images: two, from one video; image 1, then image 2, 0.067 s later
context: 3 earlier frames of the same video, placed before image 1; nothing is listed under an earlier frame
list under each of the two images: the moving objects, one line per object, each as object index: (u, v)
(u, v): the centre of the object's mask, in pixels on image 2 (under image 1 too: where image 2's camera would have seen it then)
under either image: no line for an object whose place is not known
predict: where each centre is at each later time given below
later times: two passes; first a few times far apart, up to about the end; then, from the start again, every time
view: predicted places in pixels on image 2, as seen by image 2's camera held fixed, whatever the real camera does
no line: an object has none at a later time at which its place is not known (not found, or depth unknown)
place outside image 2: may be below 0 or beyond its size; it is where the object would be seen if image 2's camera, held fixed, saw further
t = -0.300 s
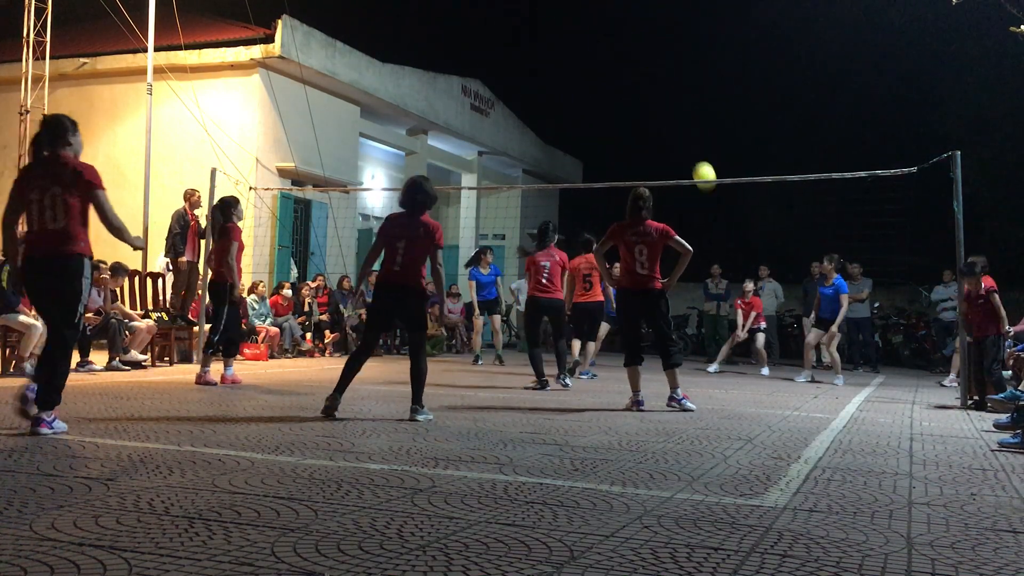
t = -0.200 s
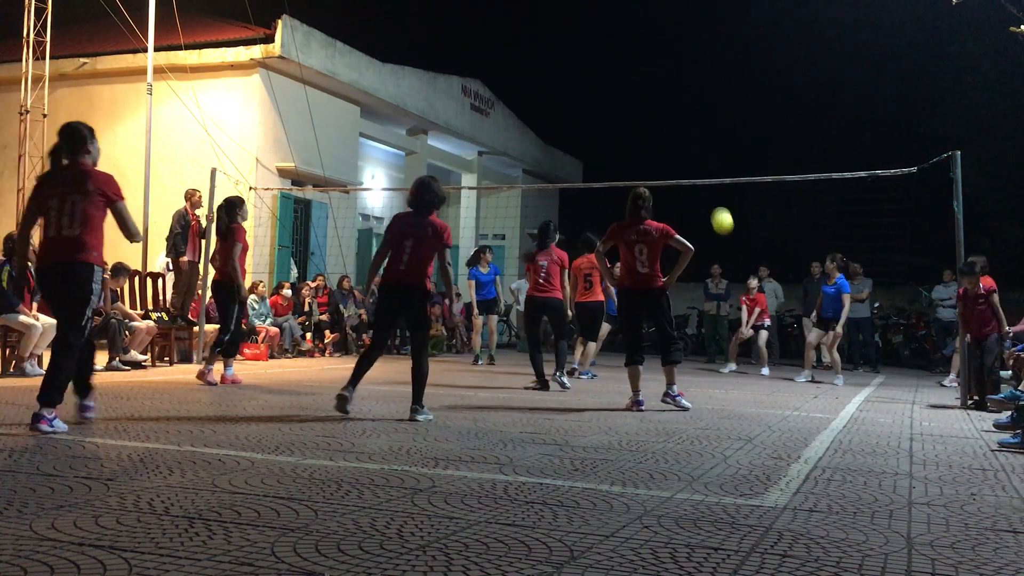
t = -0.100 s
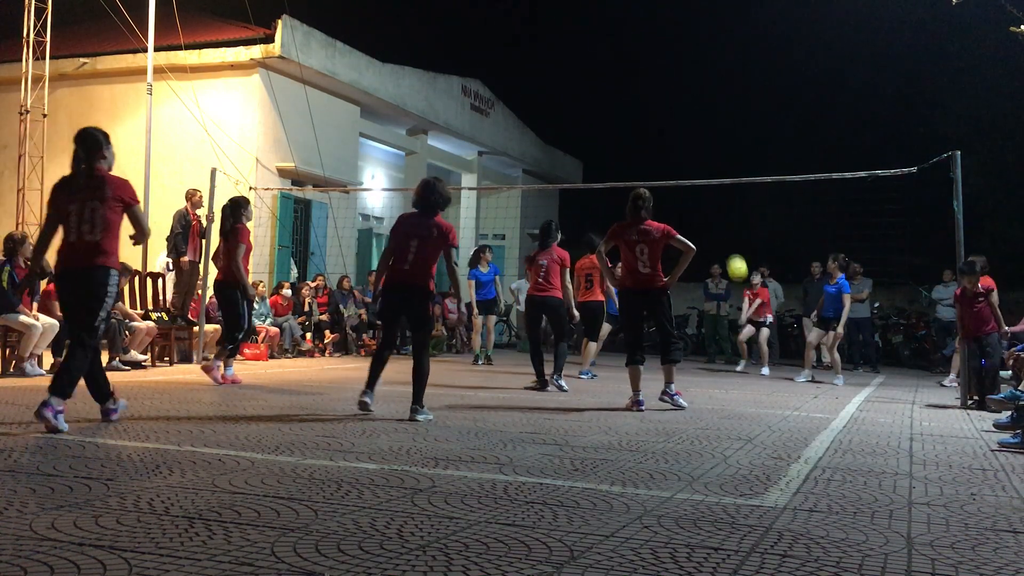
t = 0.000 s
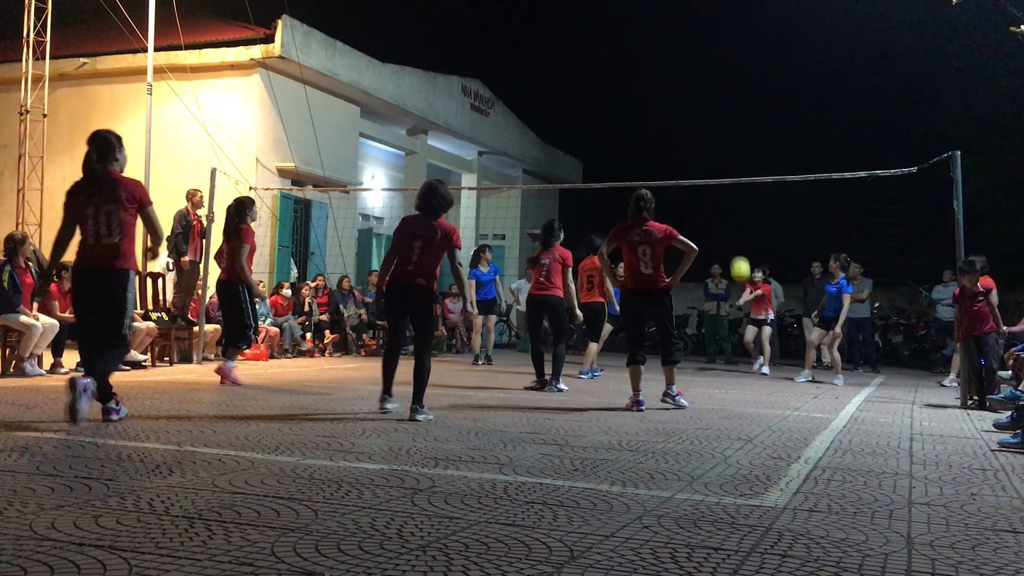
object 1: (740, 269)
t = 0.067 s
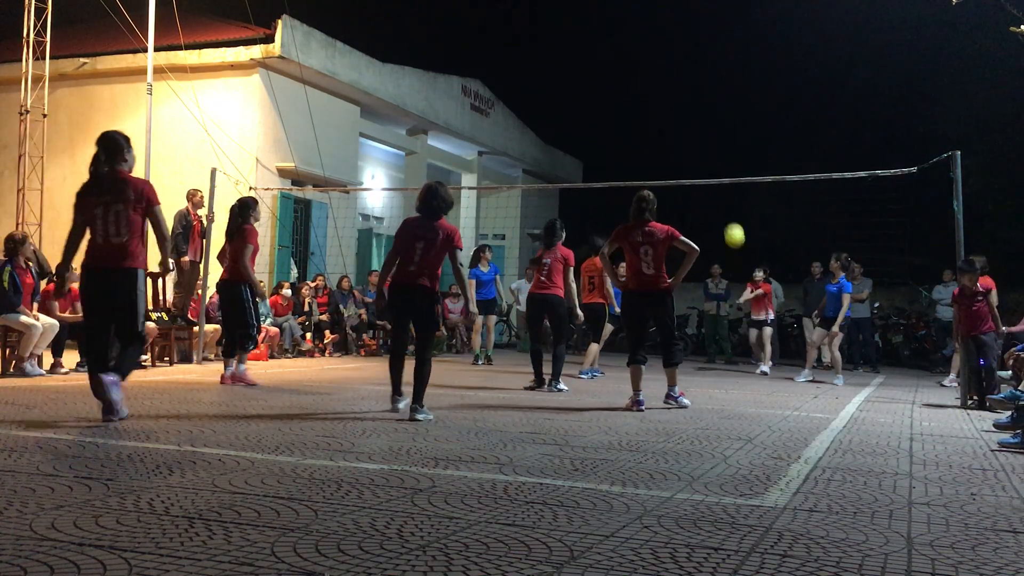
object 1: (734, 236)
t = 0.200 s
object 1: (721, 171)
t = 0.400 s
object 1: (701, 111)
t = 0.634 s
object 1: (675, 75)
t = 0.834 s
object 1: (653, 77)
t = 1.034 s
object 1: (630, 111)
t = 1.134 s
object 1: (618, 140)
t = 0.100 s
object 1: (731, 218)
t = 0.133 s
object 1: (728, 202)
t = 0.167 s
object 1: (725, 189)
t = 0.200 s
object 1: (721, 171)
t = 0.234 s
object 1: (718, 160)
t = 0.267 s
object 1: (715, 149)
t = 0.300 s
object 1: (711, 139)
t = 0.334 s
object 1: (708, 128)
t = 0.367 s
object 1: (704, 119)
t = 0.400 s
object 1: (701, 111)
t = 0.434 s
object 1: (697, 103)
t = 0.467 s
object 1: (693, 96)
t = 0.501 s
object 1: (690, 91)
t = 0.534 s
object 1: (686, 85)
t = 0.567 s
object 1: (682, 81)
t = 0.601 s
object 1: (679, 78)
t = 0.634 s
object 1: (675, 75)
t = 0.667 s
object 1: (672, 73)
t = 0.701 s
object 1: (668, 72)
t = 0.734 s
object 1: (664, 72)
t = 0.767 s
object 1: (661, 73)
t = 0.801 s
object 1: (657, 74)
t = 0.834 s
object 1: (653, 77)
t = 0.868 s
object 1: (649, 80)
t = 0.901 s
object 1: (646, 84)
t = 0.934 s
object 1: (642, 89)
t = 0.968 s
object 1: (638, 96)
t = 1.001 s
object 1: (634, 102)
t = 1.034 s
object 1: (630, 111)
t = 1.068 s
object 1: (626, 119)
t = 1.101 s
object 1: (622, 128)
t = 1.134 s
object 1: (618, 140)
